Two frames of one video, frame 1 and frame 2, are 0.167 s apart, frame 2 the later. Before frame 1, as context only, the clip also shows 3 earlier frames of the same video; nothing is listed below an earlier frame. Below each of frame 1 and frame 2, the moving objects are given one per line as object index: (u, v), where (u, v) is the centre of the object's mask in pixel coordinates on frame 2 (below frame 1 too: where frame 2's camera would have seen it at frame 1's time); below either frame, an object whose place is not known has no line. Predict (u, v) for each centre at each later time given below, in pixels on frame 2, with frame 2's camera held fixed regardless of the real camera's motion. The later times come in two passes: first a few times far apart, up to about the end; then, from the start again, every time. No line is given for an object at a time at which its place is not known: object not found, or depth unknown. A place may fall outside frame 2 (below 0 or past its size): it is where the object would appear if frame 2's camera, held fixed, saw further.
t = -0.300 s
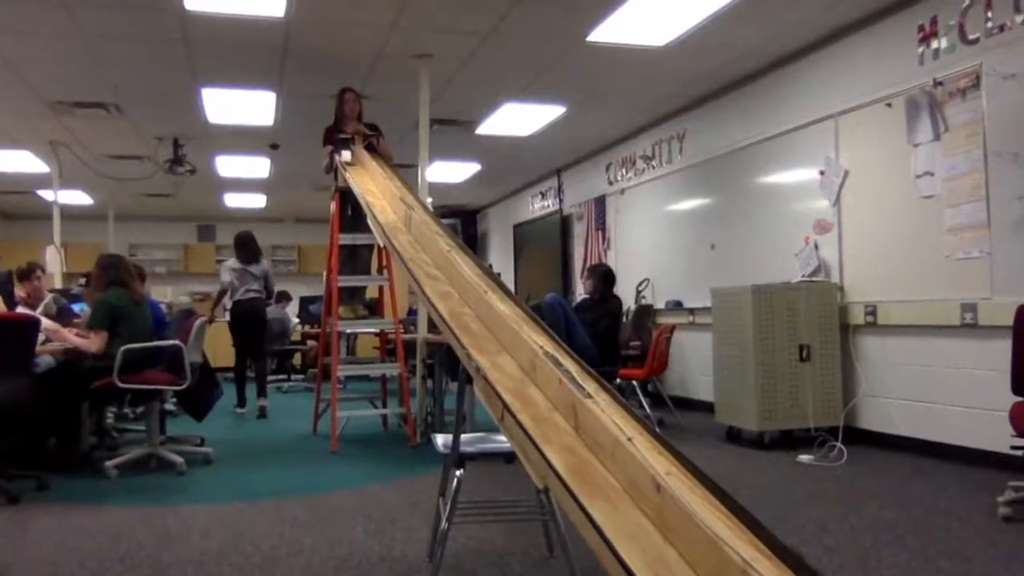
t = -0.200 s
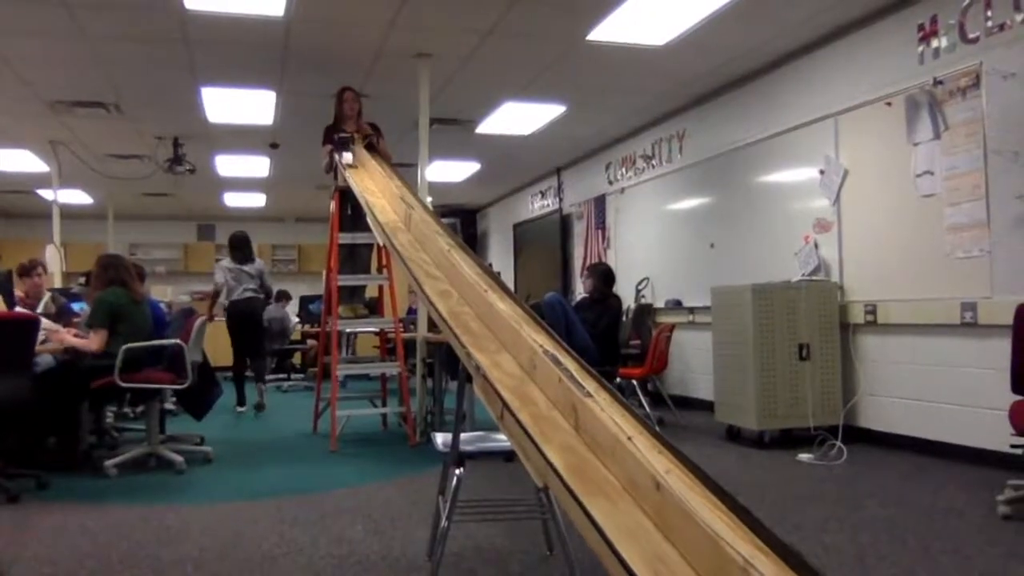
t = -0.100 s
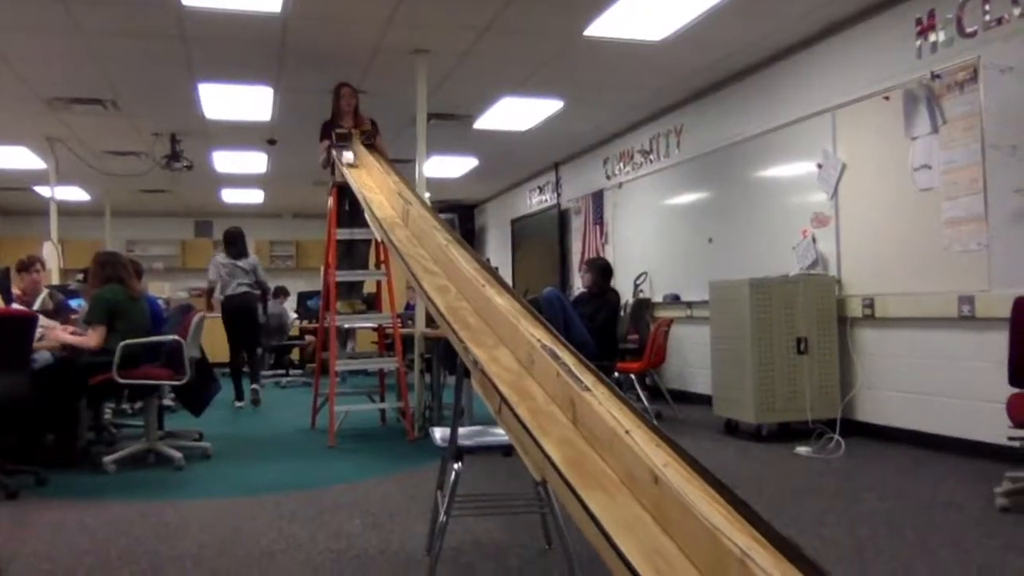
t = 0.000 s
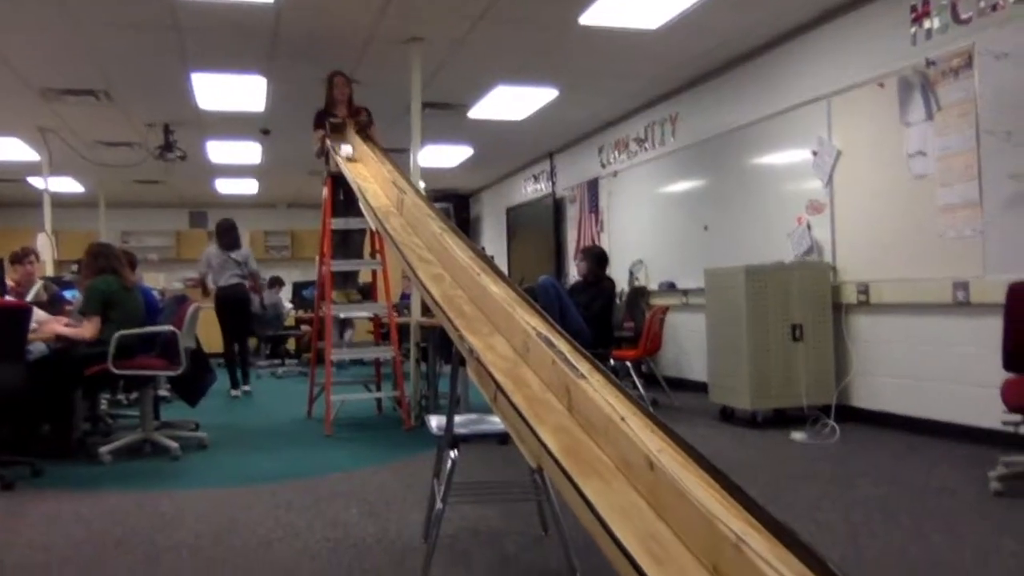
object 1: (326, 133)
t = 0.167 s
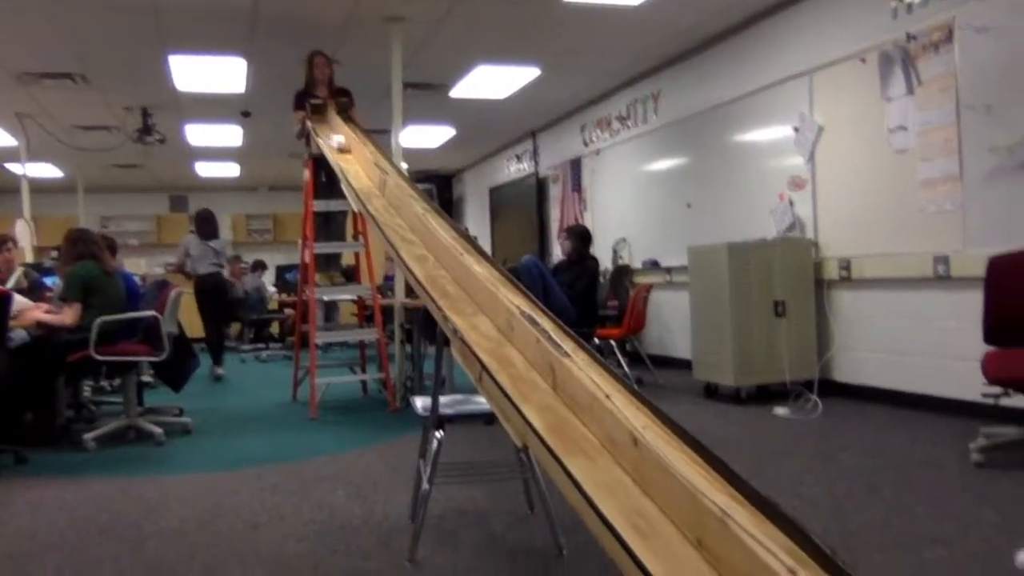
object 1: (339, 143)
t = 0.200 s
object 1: (343, 146)
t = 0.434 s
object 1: (361, 168)
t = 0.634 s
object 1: (378, 194)
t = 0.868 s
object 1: (414, 233)
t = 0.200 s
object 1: (343, 146)
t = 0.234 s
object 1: (345, 149)
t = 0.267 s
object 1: (348, 151)
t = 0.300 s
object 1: (351, 154)
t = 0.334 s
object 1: (353, 157)
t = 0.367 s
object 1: (356, 160)
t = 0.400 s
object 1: (359, 164)
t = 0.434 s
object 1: (361, 168)
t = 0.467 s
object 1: (363, 171)
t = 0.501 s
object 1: (365, 174)
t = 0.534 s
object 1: (369, 178)
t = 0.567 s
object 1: (371, 184)
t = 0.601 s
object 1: (374, 190)
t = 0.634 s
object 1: (378, 194)
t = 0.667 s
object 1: (382, 197)
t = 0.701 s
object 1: (384, 201)
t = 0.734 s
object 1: (390, 207)
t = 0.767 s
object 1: (397, 212)
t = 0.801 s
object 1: (402, 218)
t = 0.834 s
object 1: (408, 225)
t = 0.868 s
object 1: (414, 233)
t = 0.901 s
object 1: (419, 240)
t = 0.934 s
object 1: (425, 249)
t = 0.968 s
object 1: (433, 258)
